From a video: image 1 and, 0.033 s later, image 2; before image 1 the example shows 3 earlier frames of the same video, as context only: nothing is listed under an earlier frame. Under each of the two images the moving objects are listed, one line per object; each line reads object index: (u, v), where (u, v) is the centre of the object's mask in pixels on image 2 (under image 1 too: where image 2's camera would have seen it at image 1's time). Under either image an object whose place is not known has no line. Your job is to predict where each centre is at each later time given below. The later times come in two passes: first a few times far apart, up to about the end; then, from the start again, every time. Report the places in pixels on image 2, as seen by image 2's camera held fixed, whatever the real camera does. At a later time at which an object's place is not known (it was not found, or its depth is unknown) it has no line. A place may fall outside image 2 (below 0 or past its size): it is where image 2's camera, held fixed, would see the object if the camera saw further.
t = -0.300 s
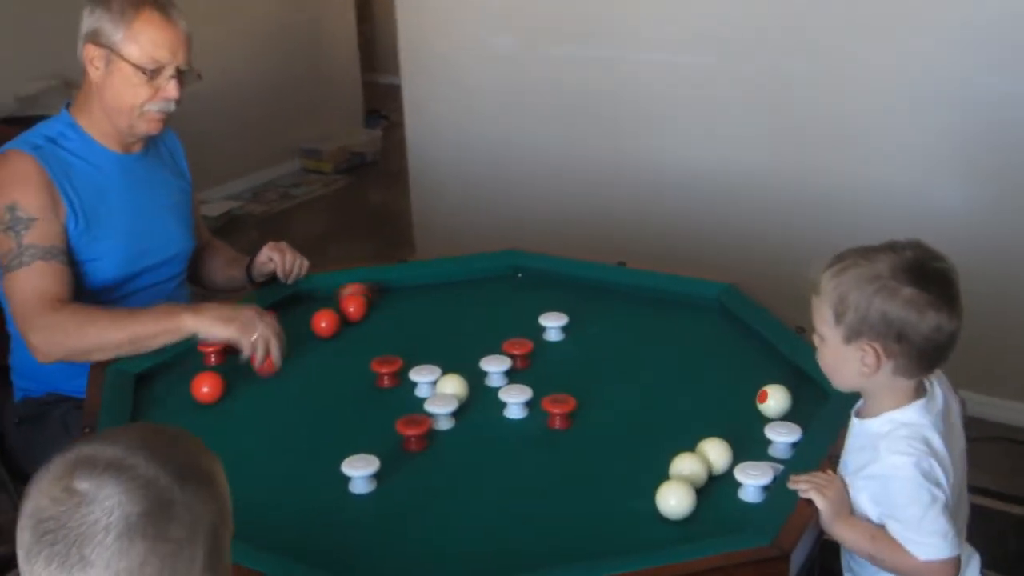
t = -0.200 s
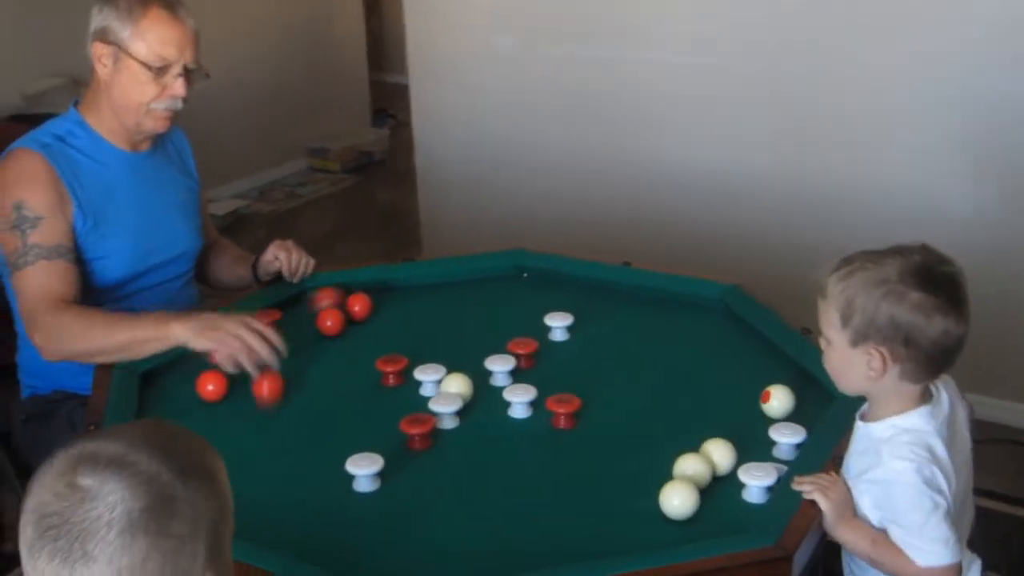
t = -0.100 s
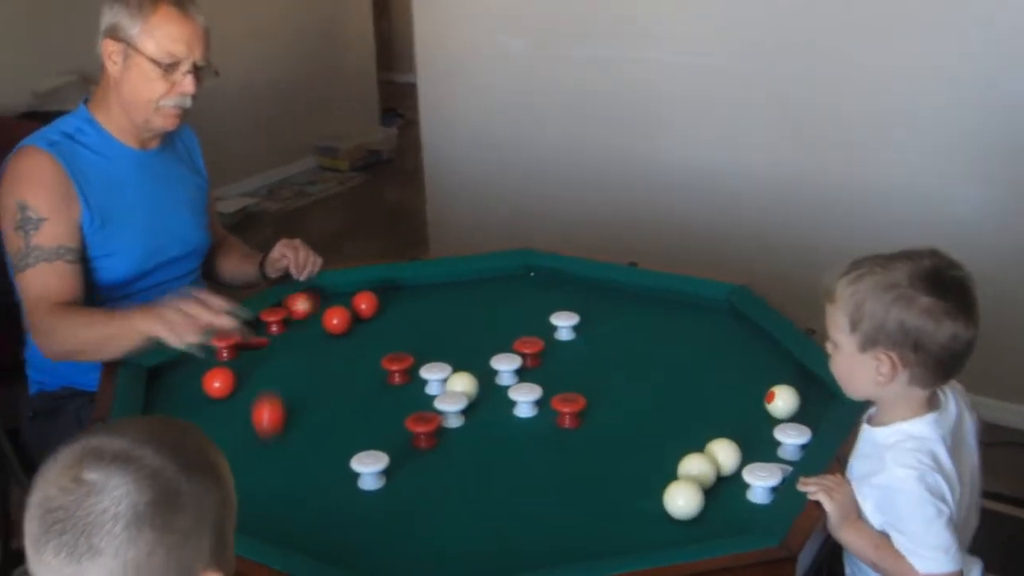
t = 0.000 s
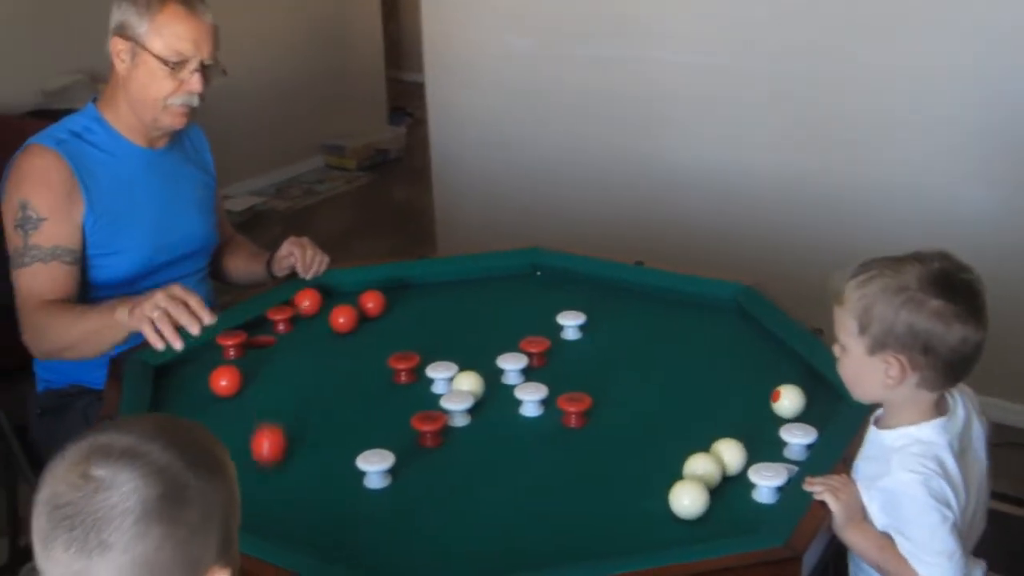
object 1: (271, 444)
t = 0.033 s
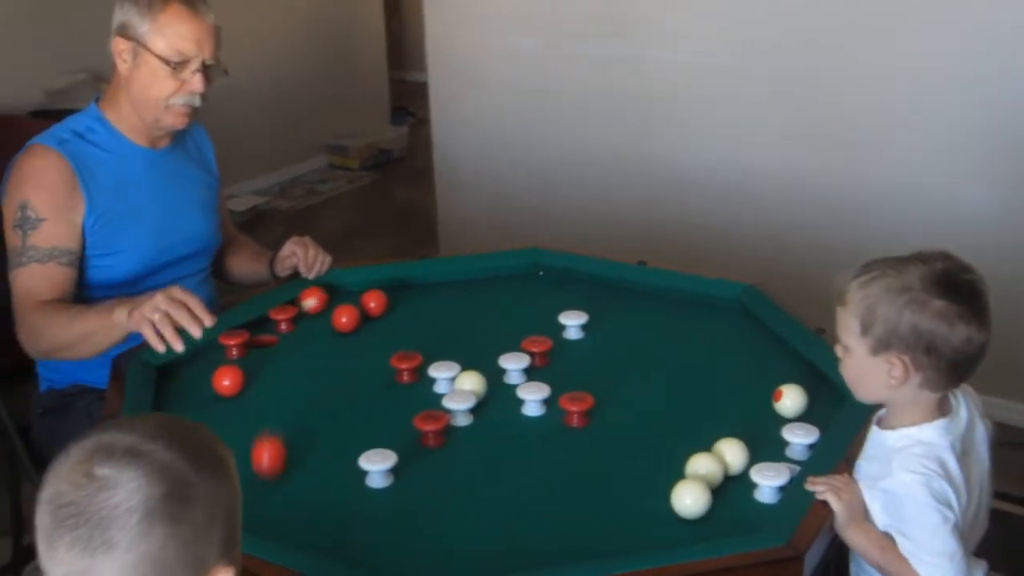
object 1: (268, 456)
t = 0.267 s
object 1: (274, 520)
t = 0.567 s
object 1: (384, 508)
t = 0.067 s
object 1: (266, 466)
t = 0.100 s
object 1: (263, 478)
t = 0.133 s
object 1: (261, 489)
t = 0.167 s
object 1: (259, 503)
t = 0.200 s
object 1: (257, 514)
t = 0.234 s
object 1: (265, 520)
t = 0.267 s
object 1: (274, 520)
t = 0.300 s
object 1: (288, 519)
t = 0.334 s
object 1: (301, 517)
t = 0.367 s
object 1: (312, 516)
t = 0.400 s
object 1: (324, 515)
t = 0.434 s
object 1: (336, 514)
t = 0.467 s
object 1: (349, 513)
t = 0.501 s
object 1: (362, 511)
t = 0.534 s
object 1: (372, 510)
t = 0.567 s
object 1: (384, 508)
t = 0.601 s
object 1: (394, 507)
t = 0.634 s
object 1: (406, 505)
